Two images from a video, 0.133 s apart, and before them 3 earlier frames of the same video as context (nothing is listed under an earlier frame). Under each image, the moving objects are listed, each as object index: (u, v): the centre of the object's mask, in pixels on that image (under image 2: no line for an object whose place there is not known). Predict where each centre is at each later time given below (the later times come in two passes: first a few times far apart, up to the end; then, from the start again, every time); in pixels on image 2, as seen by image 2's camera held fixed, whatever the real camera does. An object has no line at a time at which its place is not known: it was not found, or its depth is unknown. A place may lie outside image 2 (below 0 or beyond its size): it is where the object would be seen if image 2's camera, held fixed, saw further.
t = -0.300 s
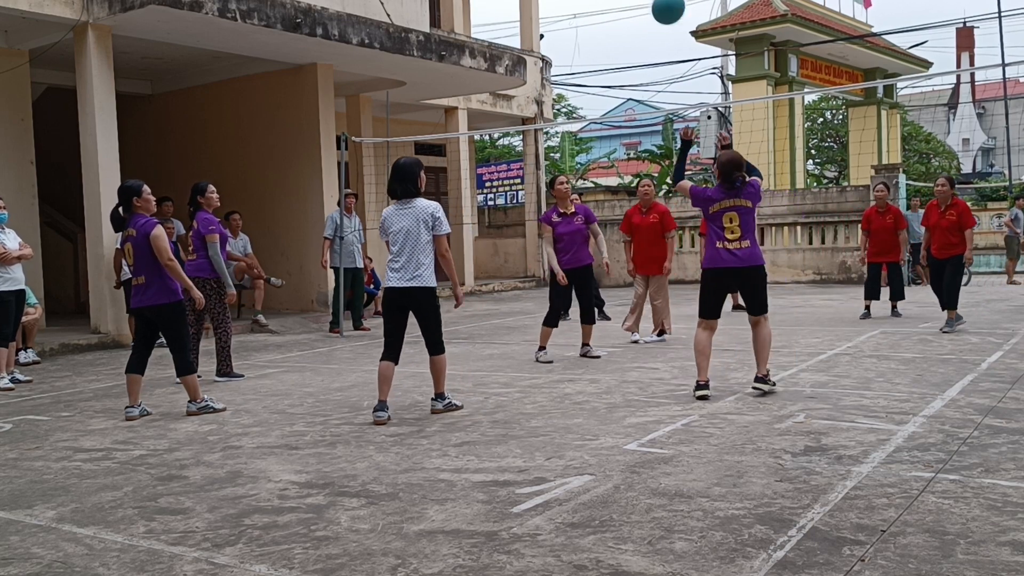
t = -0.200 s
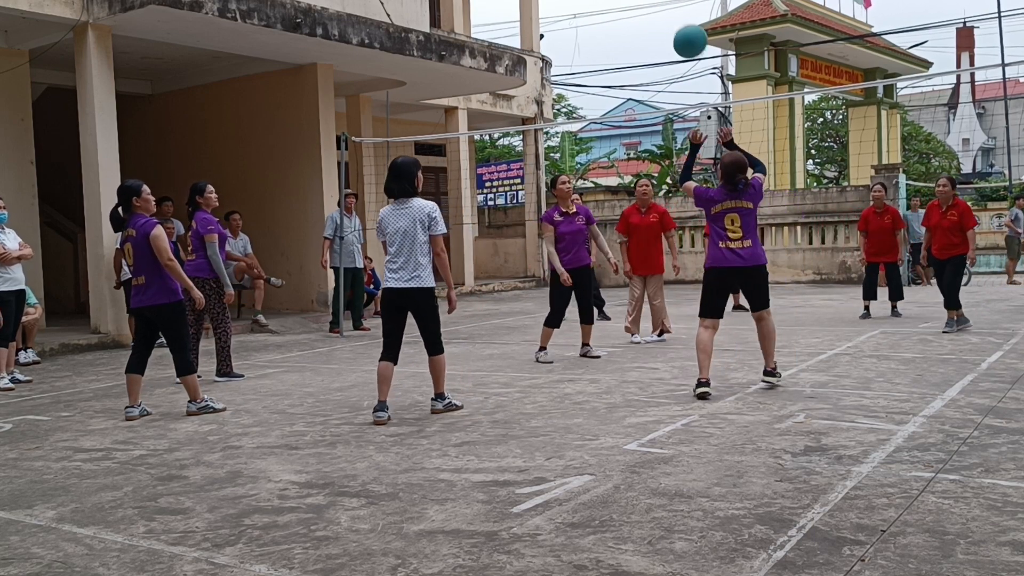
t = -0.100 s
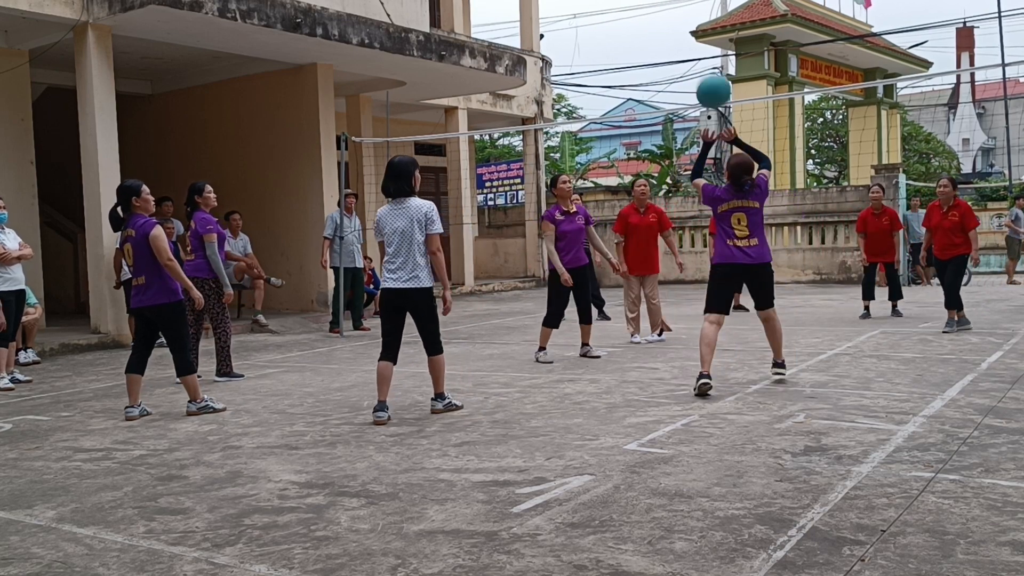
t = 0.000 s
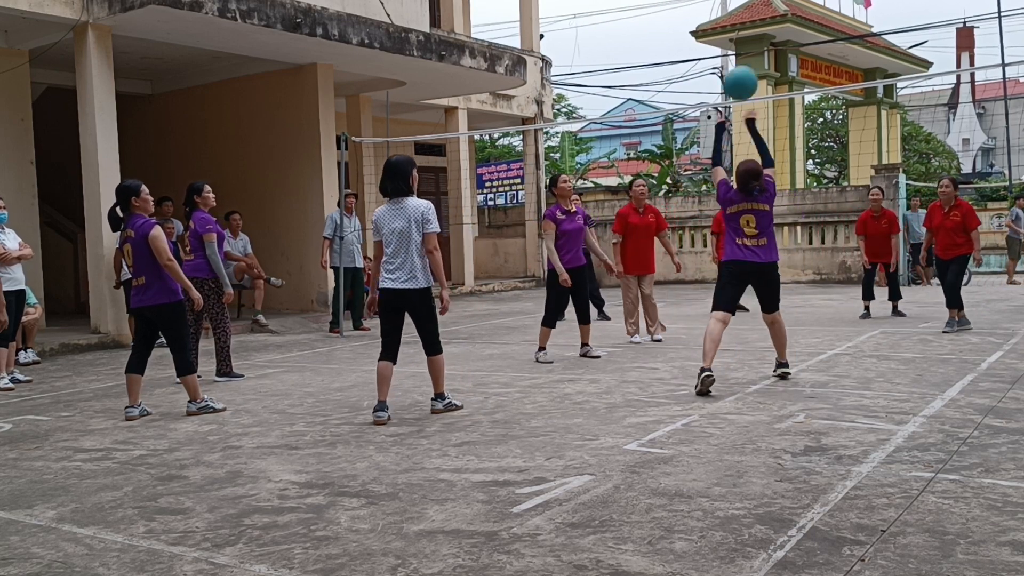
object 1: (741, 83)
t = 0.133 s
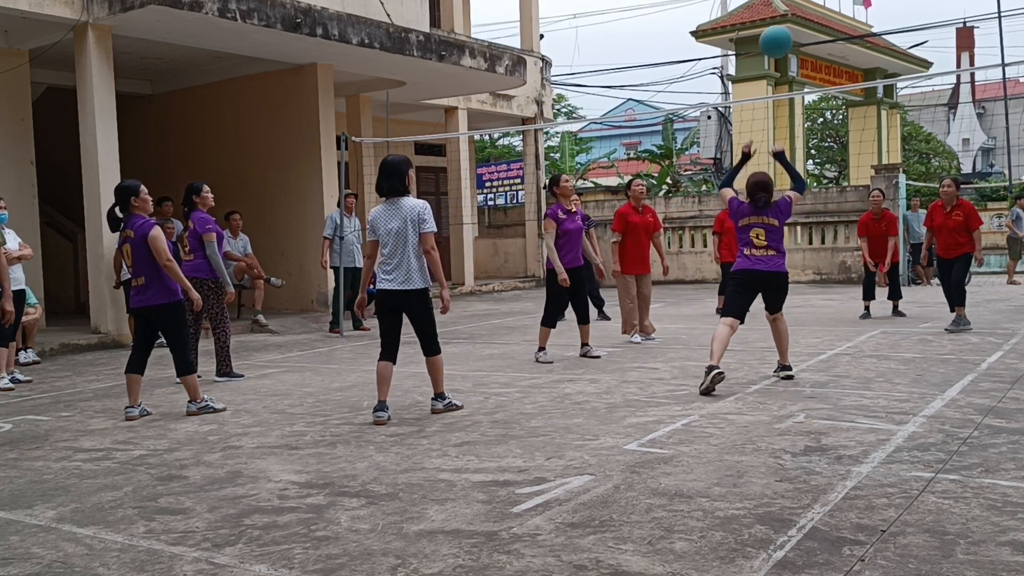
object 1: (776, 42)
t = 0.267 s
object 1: (806, 30)
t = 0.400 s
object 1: (833, 40)
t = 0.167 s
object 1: (784, 36)
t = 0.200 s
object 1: (792, 32)
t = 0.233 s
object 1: (799, 31)
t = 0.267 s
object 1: (806, 30)
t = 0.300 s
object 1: (813, 30)
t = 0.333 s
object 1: (820, 32)
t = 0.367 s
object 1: (827, 35)
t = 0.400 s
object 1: (833, 40)
